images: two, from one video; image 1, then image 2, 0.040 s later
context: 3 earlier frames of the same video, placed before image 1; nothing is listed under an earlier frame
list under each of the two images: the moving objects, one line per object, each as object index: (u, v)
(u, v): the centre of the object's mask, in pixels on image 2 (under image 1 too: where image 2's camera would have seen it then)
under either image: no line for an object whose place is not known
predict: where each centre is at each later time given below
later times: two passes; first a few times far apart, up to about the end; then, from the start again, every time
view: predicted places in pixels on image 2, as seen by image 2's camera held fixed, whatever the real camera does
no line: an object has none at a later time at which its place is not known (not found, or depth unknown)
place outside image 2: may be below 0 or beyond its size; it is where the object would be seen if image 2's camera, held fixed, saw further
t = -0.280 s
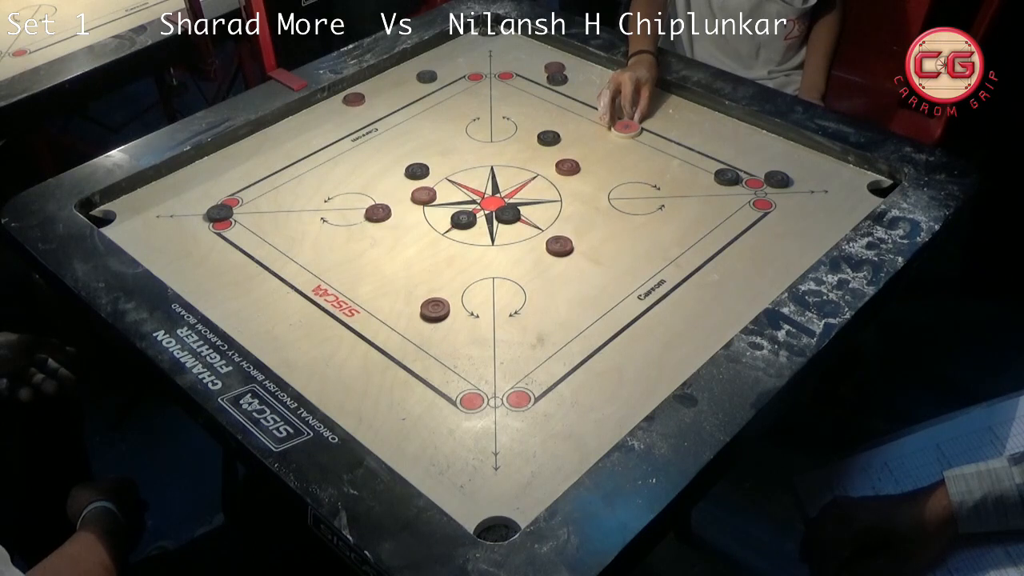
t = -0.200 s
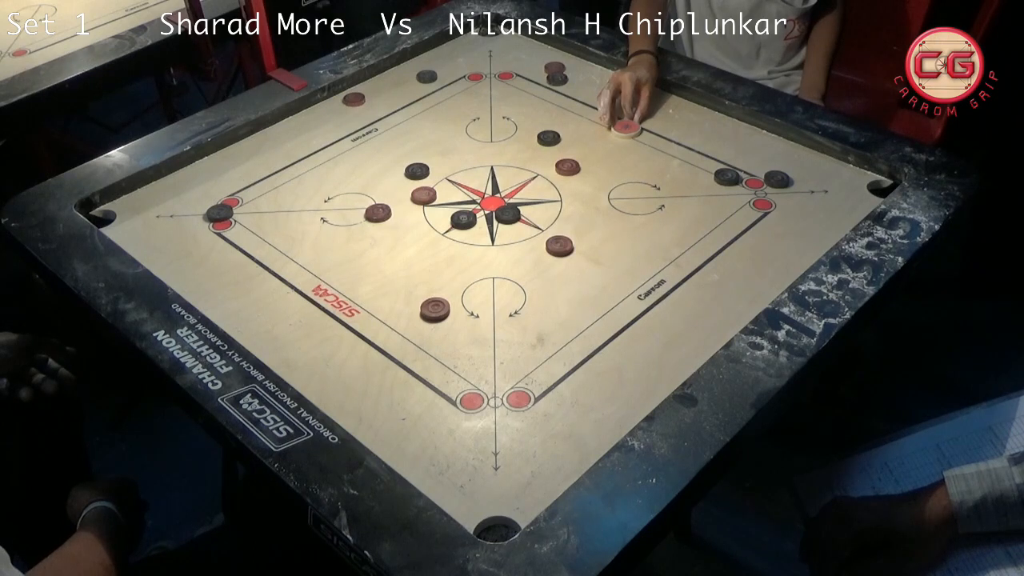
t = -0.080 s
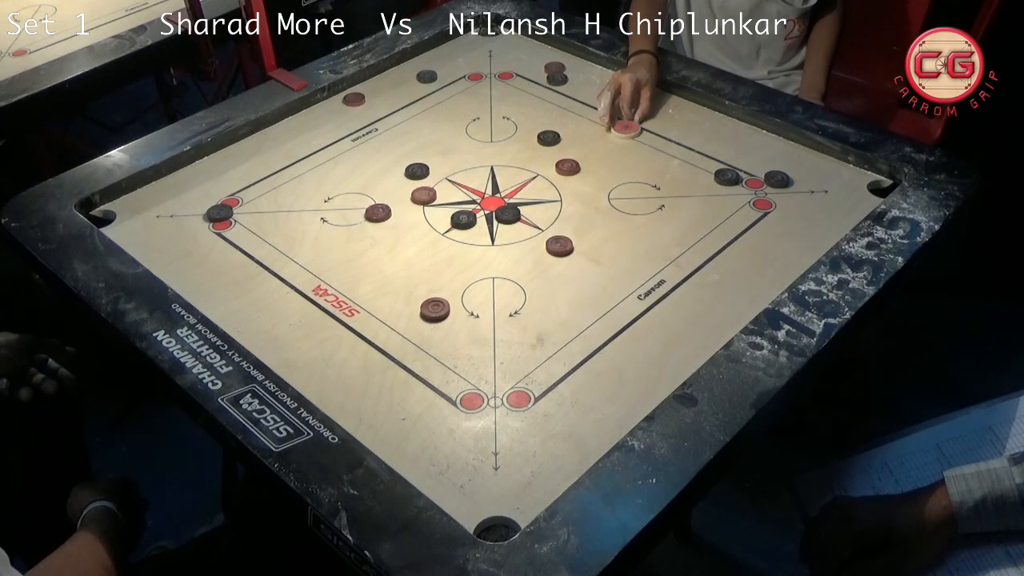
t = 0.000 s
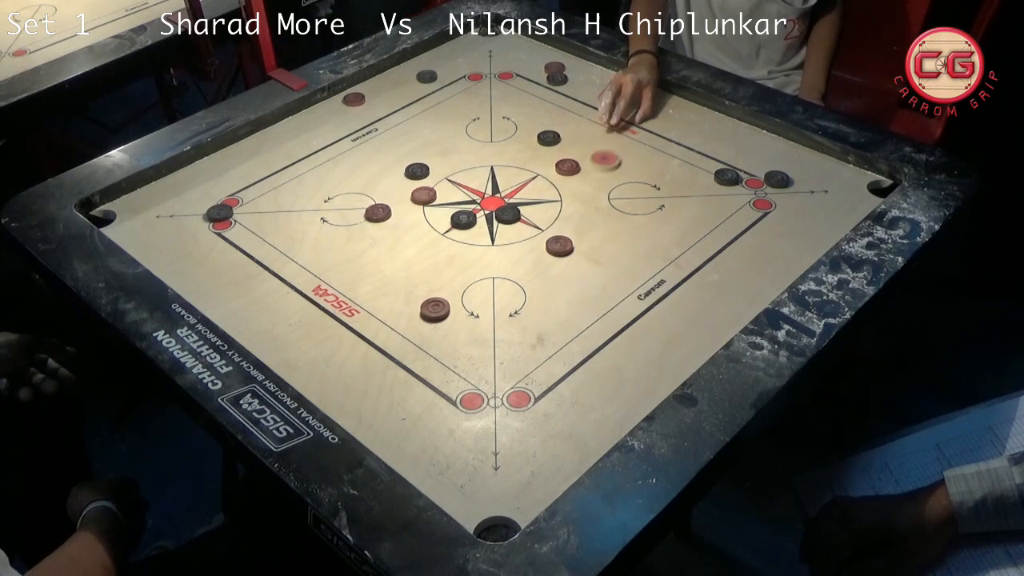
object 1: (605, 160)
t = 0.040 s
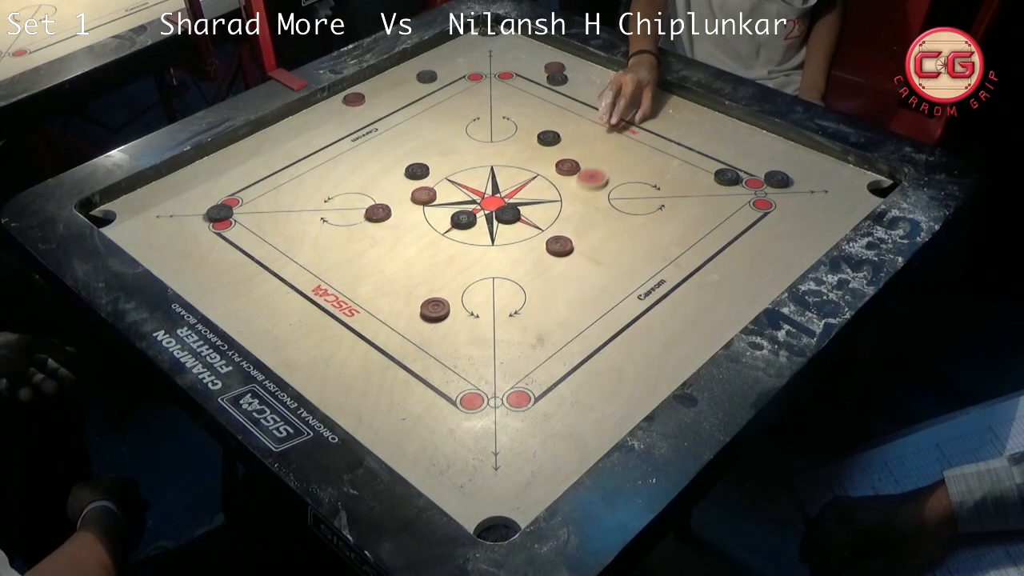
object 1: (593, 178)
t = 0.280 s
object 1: (518, 256)
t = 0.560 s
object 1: (473, 288)
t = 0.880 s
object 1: (468, 290)
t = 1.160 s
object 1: (468, 290)
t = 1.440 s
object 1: (468, 290)
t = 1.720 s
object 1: (468, 290)
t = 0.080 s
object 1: (579, 197)
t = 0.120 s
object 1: (565, 217)
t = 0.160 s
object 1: (552, 231)
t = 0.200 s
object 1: (540, 240)
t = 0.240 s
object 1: (529, 249)
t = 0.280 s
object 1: (518, 256)
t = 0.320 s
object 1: (508, 263)
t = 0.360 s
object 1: (500, 269)
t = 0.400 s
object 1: (492, 274)
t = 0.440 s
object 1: (486, 279)
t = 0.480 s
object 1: (480, 283)
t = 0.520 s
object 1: (476, 285)
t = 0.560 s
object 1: (473, 288)
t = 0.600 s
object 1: (470, 289)
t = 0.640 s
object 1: (468, 290)
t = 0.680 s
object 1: (468, 290)
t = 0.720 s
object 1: (468, 290)
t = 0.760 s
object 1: (468, 290)
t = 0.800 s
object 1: (468, 290)
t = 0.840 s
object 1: (468, 290)
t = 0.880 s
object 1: (468, 290)
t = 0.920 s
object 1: (468, 290)
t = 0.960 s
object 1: (468, 290)
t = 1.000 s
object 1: (468, 290)
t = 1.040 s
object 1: (468, 290)
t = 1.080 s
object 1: (468, 290)
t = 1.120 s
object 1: (468, 290)
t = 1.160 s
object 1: (468, 290)
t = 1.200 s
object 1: (468, 290)
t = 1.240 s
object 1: (468, 290)
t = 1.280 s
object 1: (468, 290)
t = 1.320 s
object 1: (468, 290)
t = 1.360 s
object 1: (468, 290)
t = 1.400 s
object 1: (468, 290)
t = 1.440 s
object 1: (468, 290)
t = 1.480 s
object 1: (468, 290)
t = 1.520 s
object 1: (468, 290)
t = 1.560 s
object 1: (468, 290)
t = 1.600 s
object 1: (468, 290)
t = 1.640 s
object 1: (468, 290)
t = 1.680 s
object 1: (468, 290)
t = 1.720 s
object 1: (468, 290)
